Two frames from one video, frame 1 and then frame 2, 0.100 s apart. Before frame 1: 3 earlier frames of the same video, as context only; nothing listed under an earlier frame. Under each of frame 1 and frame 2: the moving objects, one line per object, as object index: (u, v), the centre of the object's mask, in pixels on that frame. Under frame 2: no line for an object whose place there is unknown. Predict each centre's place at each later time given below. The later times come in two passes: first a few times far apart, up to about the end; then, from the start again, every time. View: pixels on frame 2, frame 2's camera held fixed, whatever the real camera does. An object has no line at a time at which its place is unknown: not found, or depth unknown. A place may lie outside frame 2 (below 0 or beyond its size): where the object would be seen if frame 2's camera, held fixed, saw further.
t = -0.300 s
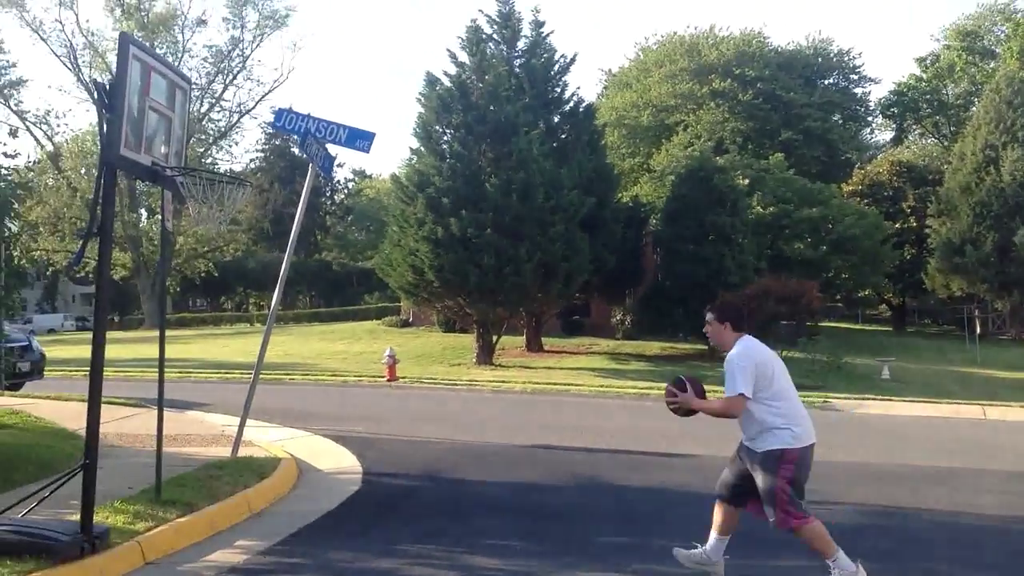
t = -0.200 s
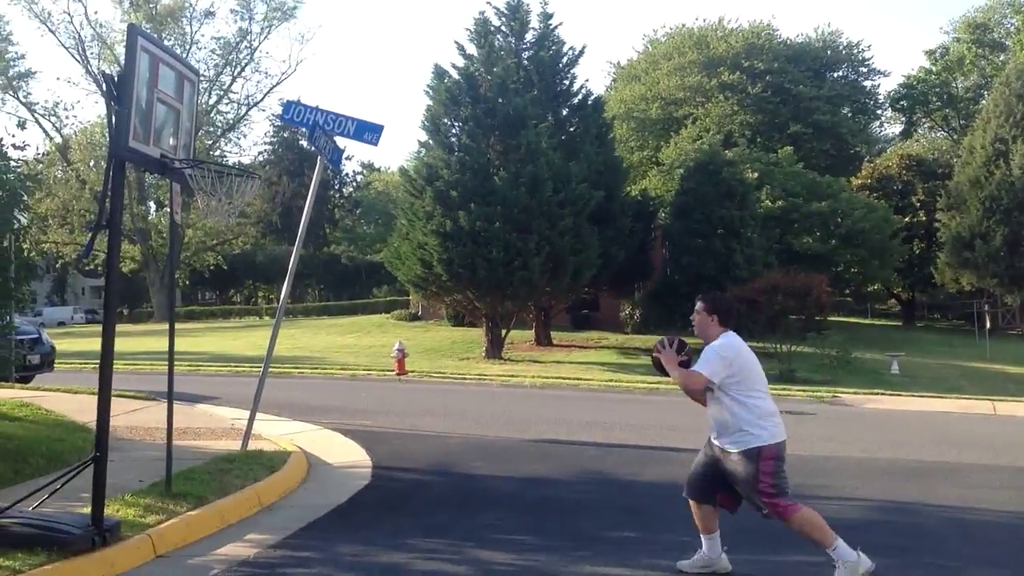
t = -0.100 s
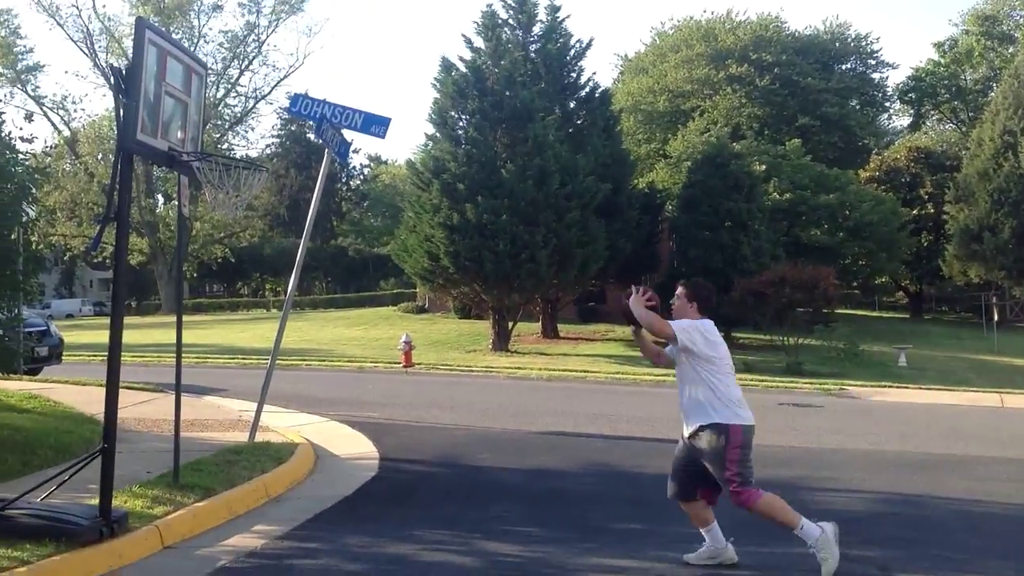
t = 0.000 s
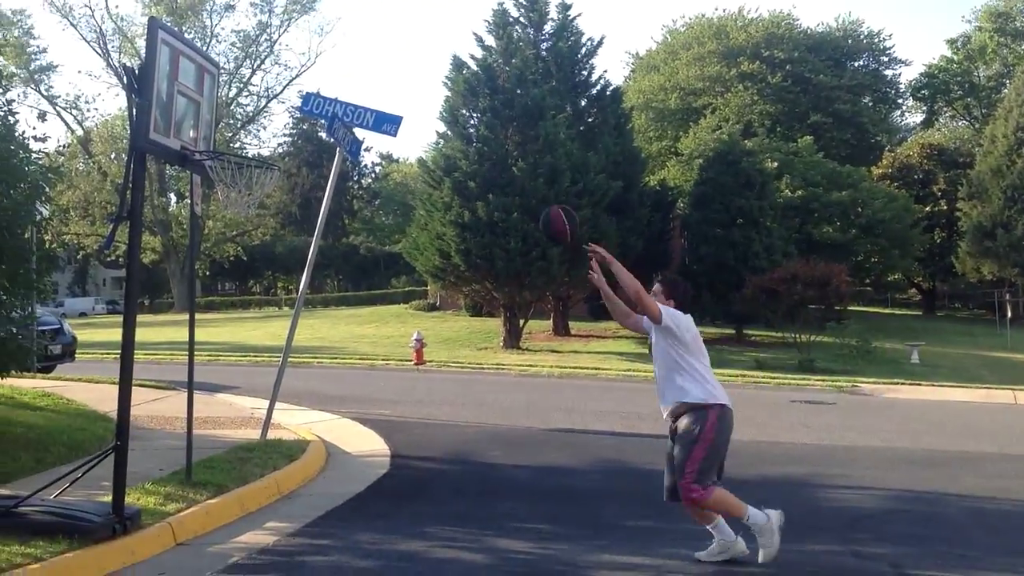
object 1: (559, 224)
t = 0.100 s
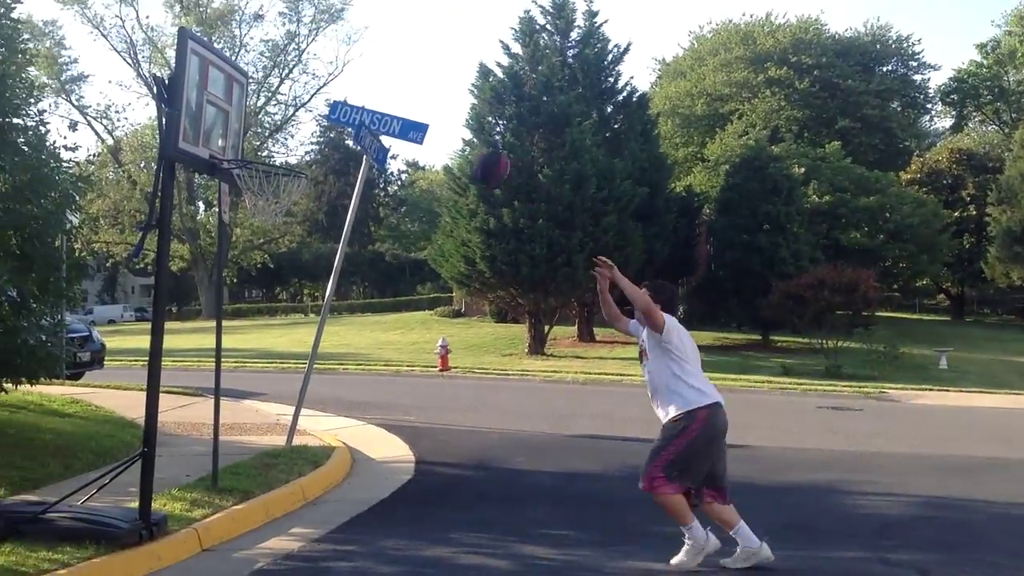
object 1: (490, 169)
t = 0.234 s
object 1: (375, 114)
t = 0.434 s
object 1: (234, 88)
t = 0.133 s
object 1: (463, 152)
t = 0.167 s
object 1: (433, 138)
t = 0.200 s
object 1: (403, 125)
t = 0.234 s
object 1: (375, 114)
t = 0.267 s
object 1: (346, 107)
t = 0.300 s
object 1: (318, 100)
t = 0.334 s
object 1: (292, 94)
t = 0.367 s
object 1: (264, 89)
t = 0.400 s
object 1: (235, 86)
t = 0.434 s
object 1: (234, 88)
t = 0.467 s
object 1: (247, 90)
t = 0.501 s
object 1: (260, 94)
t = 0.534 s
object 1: (274, 100)
